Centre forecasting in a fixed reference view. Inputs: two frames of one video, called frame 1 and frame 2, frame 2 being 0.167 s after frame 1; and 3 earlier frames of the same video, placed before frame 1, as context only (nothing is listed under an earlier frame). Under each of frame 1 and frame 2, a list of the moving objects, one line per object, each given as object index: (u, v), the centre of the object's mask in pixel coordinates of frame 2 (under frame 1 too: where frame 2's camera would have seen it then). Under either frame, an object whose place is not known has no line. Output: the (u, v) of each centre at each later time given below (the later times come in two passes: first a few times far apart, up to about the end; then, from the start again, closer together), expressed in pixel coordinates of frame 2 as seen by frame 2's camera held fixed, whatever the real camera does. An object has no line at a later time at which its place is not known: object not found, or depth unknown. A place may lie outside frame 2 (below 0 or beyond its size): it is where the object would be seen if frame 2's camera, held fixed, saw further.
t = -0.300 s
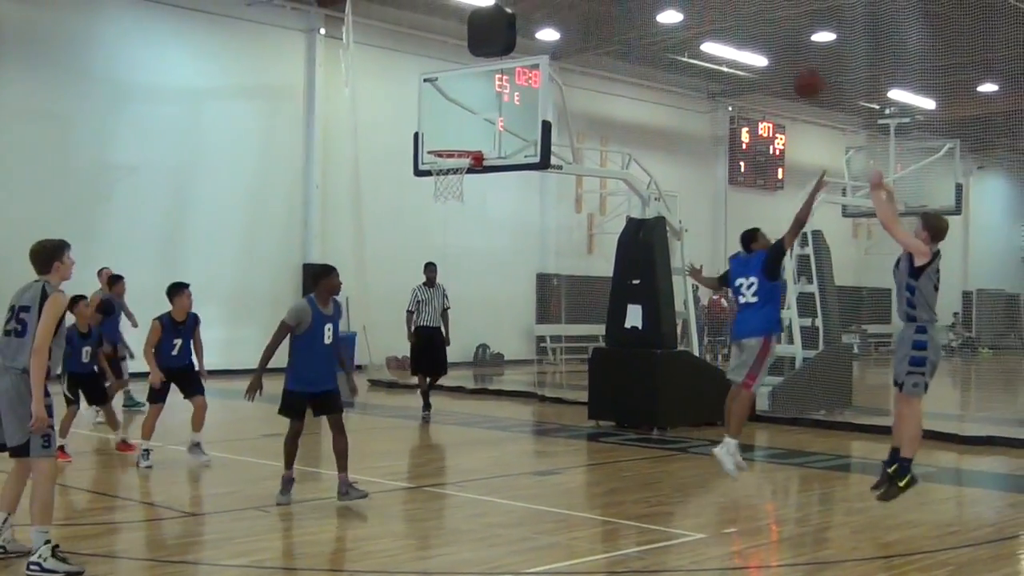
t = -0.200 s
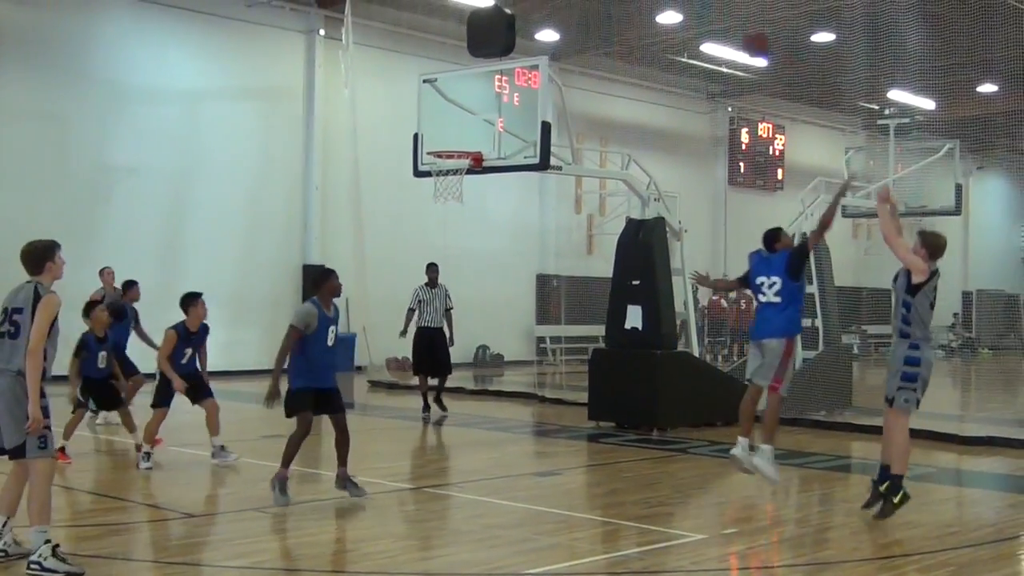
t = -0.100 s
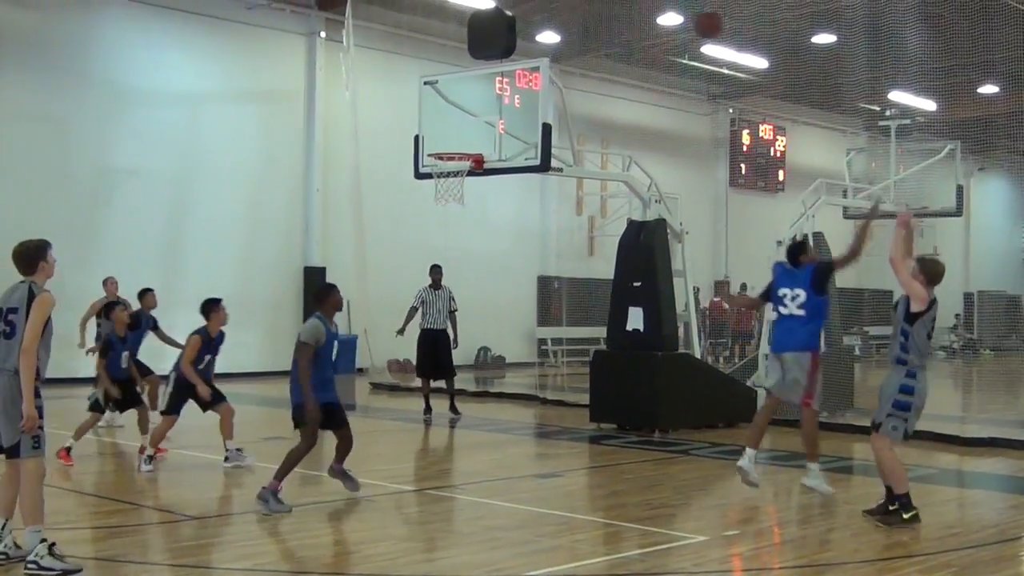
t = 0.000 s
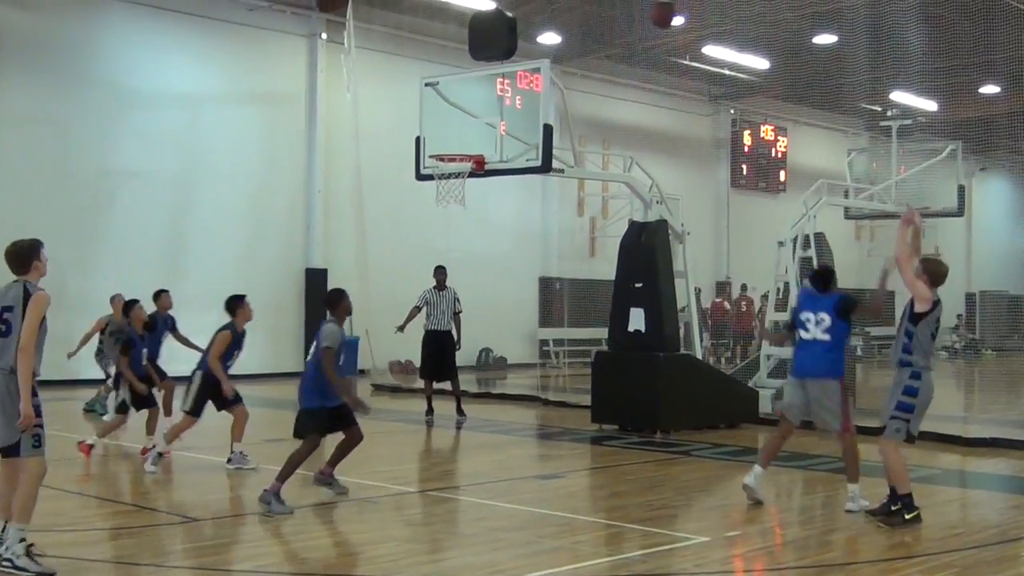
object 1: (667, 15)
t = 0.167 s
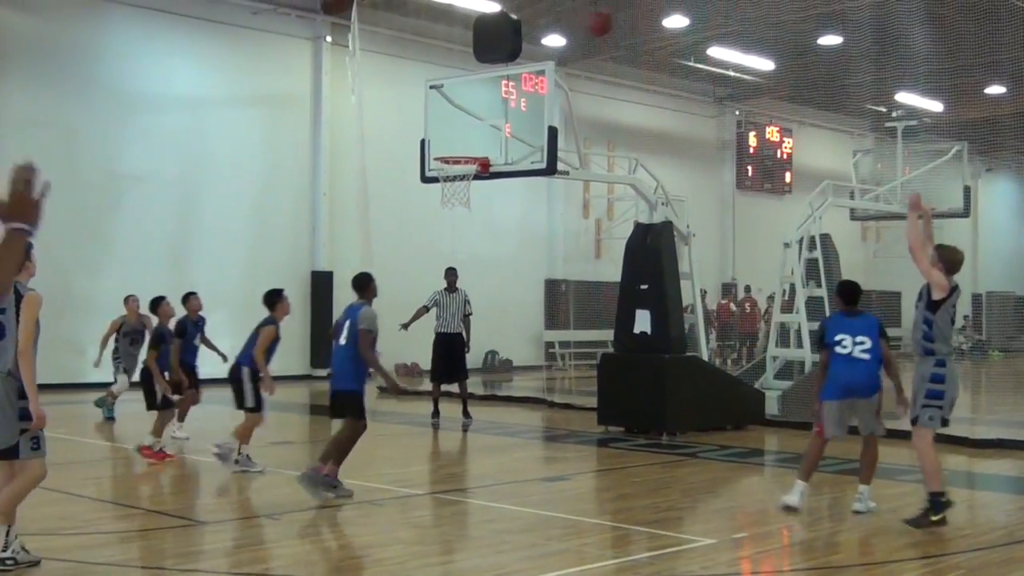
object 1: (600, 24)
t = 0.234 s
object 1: (575, 35)
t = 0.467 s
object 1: (492, 103)
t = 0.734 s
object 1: (467, 169)
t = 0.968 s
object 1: (431, 219)
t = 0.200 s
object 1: (586, 29)
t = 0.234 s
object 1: (575, 35)
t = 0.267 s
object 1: (562, 42)
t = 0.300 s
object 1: (548, 50)
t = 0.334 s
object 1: (538, 59)
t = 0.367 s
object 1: (525, 68)
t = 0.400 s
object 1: (514, 79)
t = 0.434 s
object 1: (502, 91)
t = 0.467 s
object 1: (492, 103)
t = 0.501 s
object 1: (481, 116)
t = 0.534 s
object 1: (471, 130)
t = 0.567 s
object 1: (460, 145)
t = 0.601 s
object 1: (453, 156)
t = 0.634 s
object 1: (453, 159)
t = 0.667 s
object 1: (458, 161)
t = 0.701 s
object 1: (465, 166)
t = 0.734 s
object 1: (467, 169)
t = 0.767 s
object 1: (459, 176)
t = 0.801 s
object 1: (454, 183)
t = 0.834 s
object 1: (448, 190)
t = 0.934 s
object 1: (435, 210)
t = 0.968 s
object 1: (431, 219)
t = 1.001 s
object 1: (427, 228)
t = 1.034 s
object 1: (422, 239)
